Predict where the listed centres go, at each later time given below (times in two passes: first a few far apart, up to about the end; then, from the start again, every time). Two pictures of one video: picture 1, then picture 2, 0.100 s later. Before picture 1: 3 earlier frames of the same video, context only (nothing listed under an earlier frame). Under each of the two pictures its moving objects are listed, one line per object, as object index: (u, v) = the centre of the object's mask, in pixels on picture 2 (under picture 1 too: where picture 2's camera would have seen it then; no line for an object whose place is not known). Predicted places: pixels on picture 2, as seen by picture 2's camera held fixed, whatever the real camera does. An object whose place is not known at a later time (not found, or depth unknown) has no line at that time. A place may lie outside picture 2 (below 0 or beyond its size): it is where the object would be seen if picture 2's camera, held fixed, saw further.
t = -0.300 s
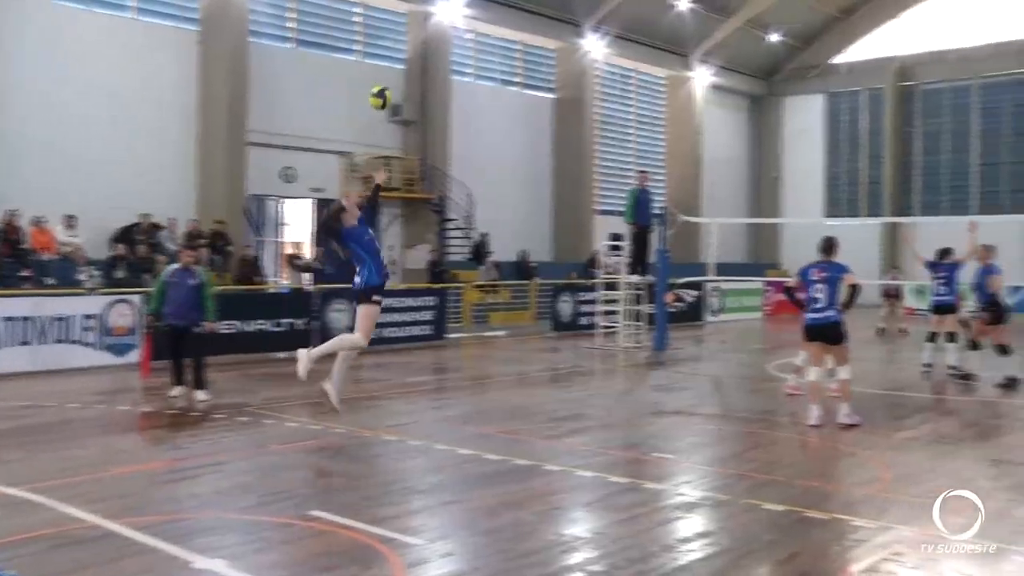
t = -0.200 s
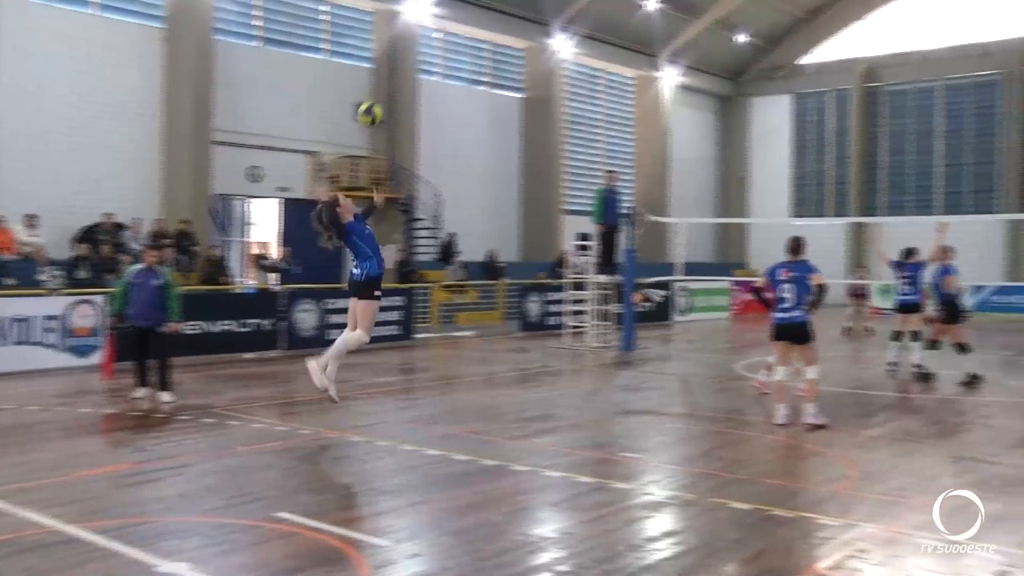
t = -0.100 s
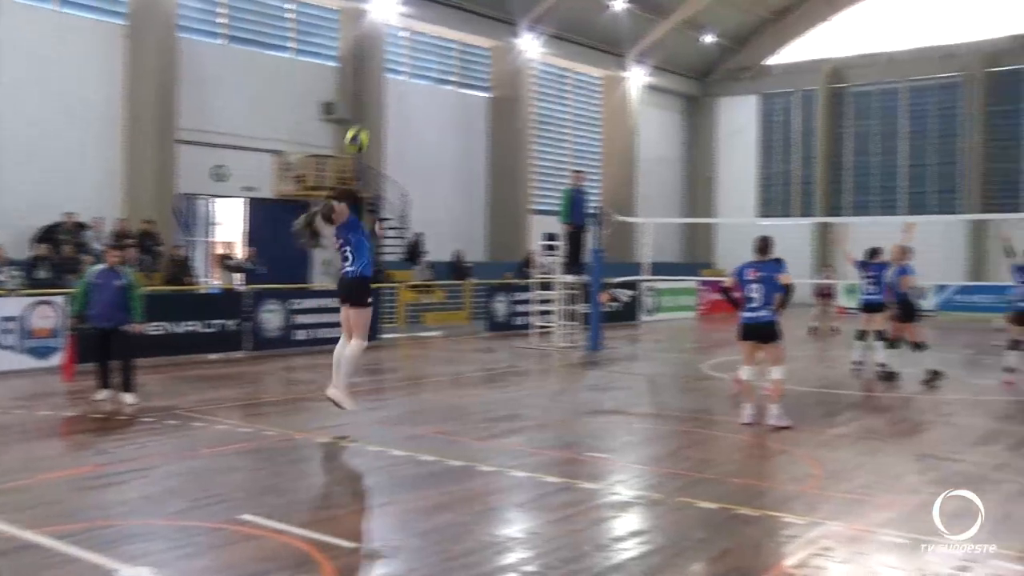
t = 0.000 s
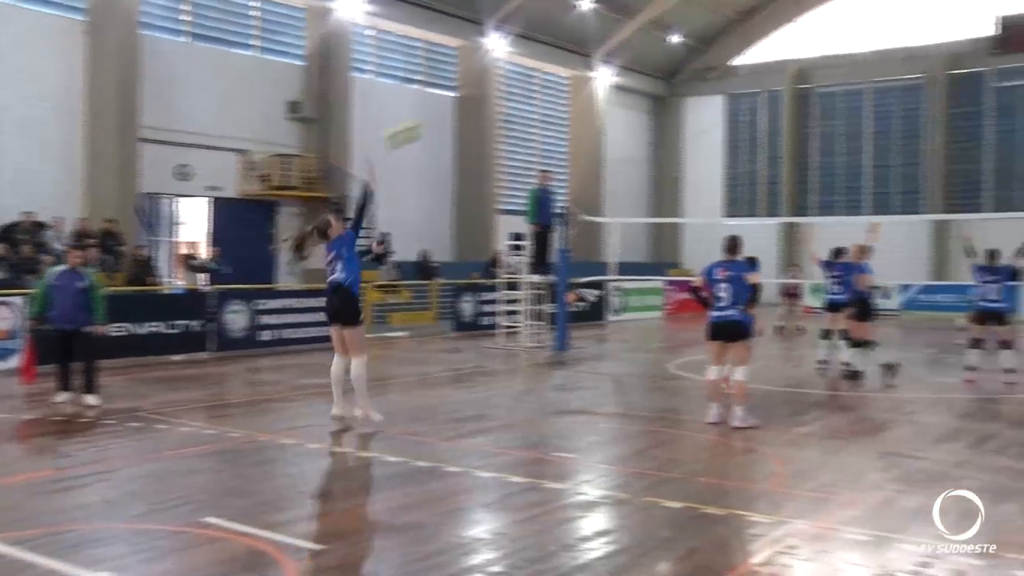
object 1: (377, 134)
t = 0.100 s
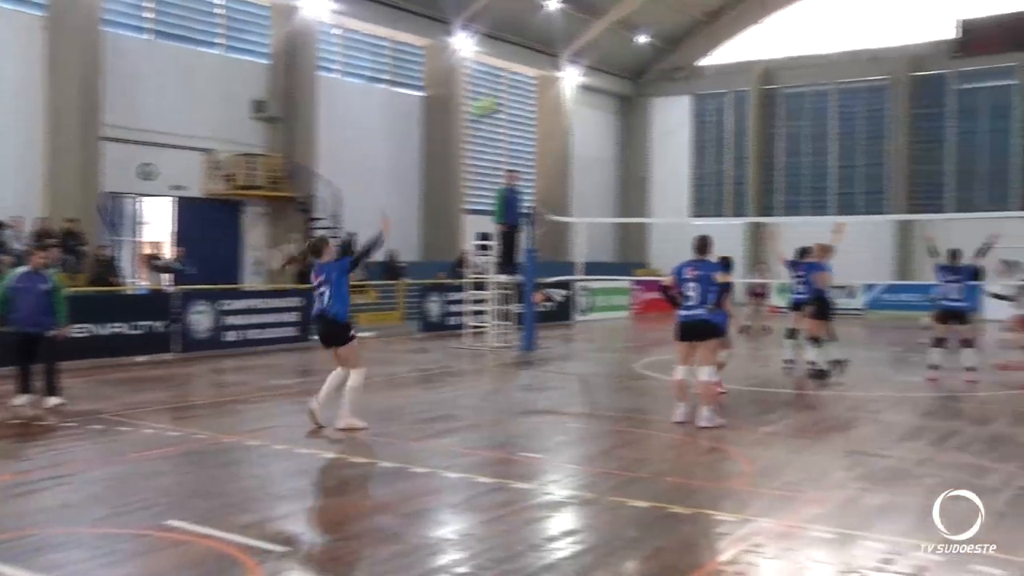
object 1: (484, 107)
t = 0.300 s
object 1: (652, 90)
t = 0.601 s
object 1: (827, 115)
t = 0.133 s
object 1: (517, 101)
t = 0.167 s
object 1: (543, 97)
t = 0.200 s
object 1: (574, 93)
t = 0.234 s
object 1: (602, 92)
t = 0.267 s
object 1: (628, 90)
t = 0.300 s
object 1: (652, 90)
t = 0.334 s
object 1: (677, 91)
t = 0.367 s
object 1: (698, 92)
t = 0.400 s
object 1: (719, 94)
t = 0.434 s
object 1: (739, 96)
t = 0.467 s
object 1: (759, 99)
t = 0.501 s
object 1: (777, 103)
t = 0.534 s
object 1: (794, 106)
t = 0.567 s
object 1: (812, 111)
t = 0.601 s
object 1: (827, 115)
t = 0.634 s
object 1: (842, 121)
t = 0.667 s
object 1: (856, 127)
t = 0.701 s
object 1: (870, 133)
